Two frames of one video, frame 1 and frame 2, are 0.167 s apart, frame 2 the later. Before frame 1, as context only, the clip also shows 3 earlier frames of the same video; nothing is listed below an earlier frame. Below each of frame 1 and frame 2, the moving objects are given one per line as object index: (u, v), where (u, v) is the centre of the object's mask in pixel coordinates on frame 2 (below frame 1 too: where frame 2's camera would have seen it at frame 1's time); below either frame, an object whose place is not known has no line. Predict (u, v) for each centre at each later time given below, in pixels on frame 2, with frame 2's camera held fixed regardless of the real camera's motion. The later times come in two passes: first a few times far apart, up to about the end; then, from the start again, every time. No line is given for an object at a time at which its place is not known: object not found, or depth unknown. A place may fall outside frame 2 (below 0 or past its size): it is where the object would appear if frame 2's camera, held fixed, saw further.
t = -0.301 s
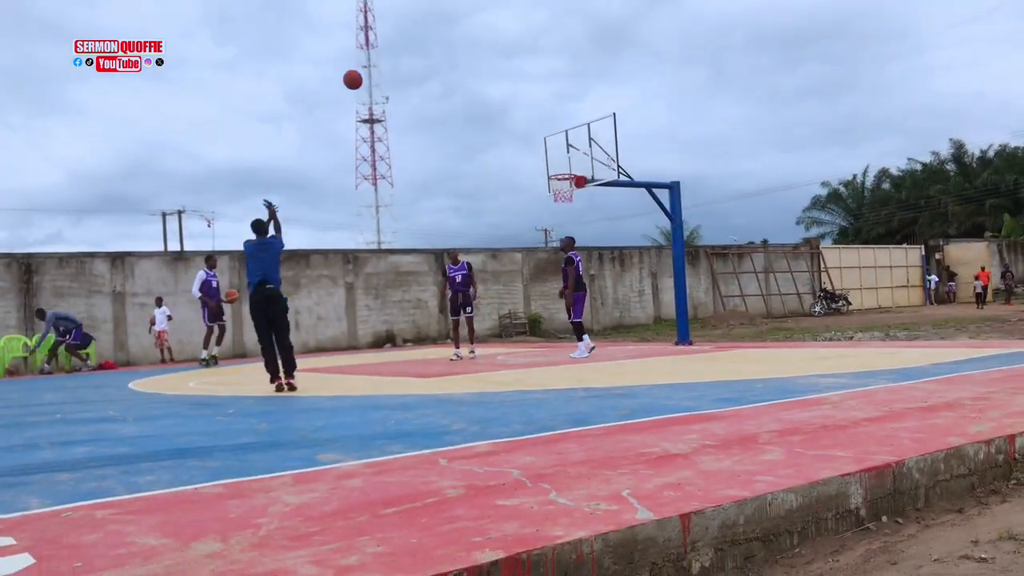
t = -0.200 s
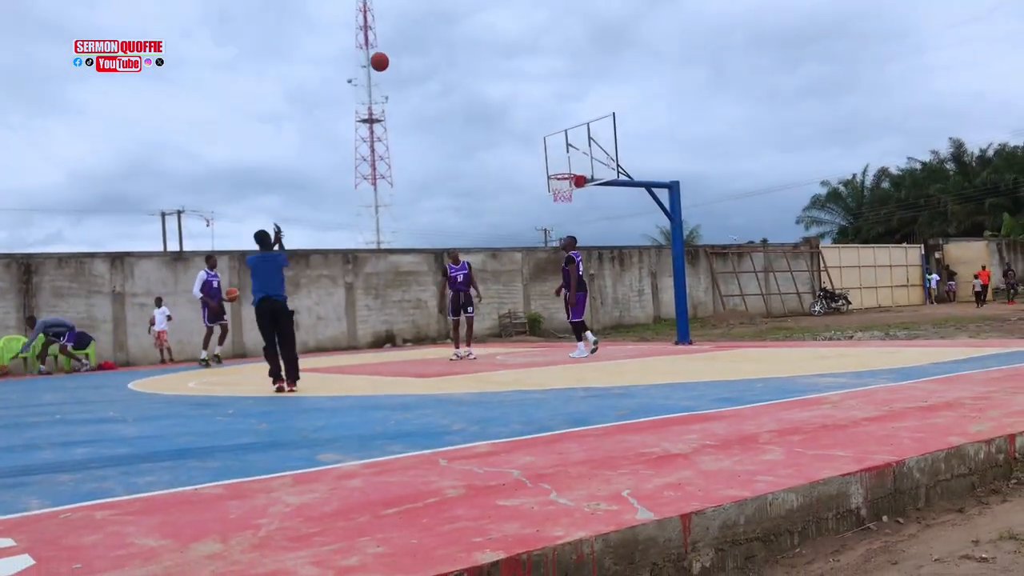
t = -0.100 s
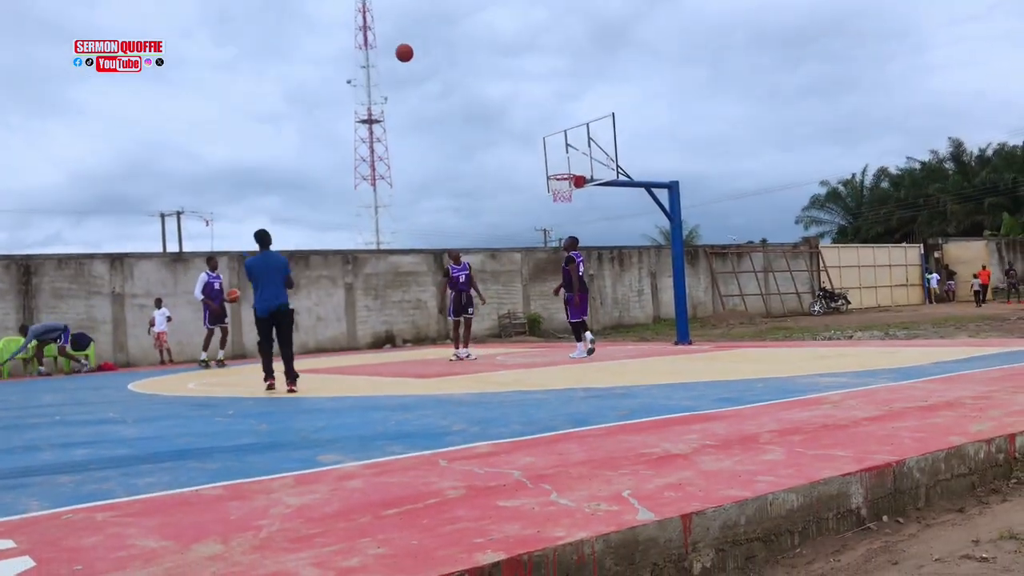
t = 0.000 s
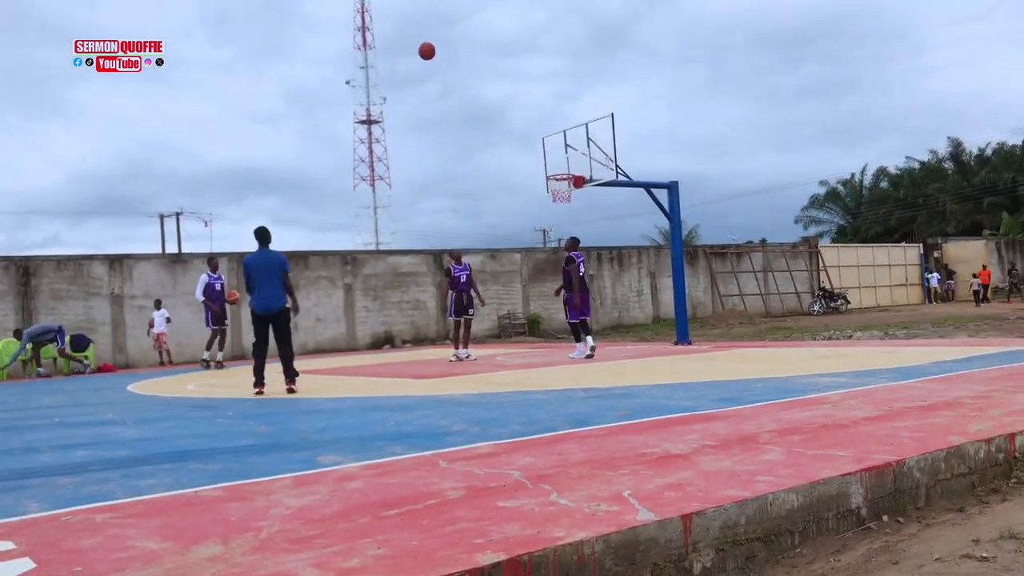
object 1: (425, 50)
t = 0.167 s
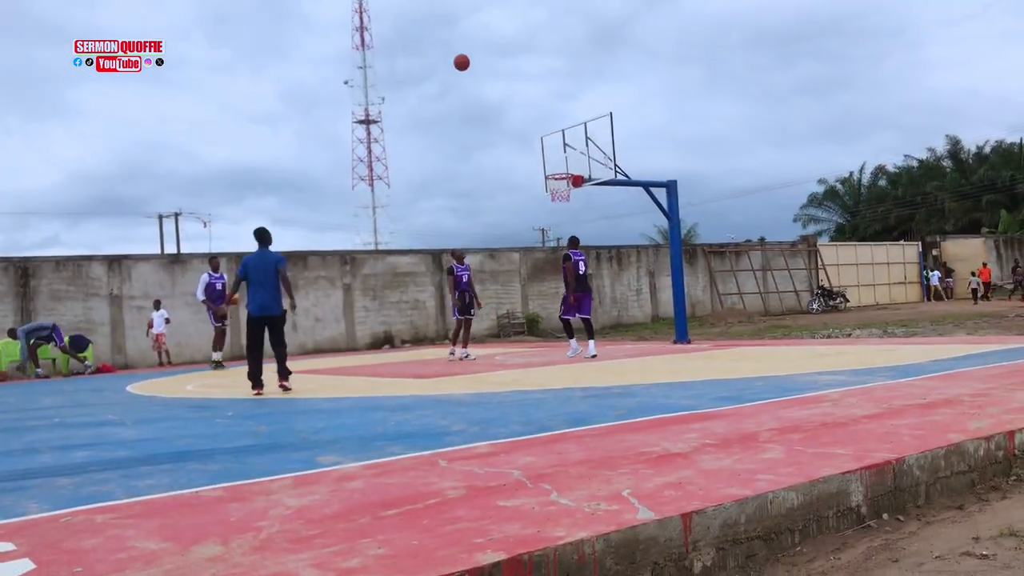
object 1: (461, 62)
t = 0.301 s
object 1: (488, 83)
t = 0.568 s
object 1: (538, 149)
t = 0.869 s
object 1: (566, 146)
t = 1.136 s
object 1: (558, 147)
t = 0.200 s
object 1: (468, 67)
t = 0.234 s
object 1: (475, 72)
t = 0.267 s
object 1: (482, 77)
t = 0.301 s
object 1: (488, 83)
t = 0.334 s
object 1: (495, 90)
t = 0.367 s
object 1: (501, 97)
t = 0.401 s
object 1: (508, 104)
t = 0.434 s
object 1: (514, 113)
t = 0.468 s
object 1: (520, 121)
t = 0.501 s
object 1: (526, 130)
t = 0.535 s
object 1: (532, 139)
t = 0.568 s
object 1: (538, 149)
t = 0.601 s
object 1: (543, 160)
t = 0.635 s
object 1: (549, 171)
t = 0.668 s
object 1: (554, 168)
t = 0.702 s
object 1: (559, 164)
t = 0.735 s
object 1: (565, 160)
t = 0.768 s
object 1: (570, 156)
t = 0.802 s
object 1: (569, 152)
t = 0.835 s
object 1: (568, 149)
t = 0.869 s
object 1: (566, 146)
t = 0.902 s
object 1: (565, 144)
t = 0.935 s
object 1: (564, 142)
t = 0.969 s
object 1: (563, 141)
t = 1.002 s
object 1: (562, 141)
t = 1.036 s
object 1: (561, 142)
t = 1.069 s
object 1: (560, 142)
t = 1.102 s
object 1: (558, 144)
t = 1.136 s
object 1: (558, 147)
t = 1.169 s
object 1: (556, 150)
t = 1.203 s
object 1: (556, 153)
